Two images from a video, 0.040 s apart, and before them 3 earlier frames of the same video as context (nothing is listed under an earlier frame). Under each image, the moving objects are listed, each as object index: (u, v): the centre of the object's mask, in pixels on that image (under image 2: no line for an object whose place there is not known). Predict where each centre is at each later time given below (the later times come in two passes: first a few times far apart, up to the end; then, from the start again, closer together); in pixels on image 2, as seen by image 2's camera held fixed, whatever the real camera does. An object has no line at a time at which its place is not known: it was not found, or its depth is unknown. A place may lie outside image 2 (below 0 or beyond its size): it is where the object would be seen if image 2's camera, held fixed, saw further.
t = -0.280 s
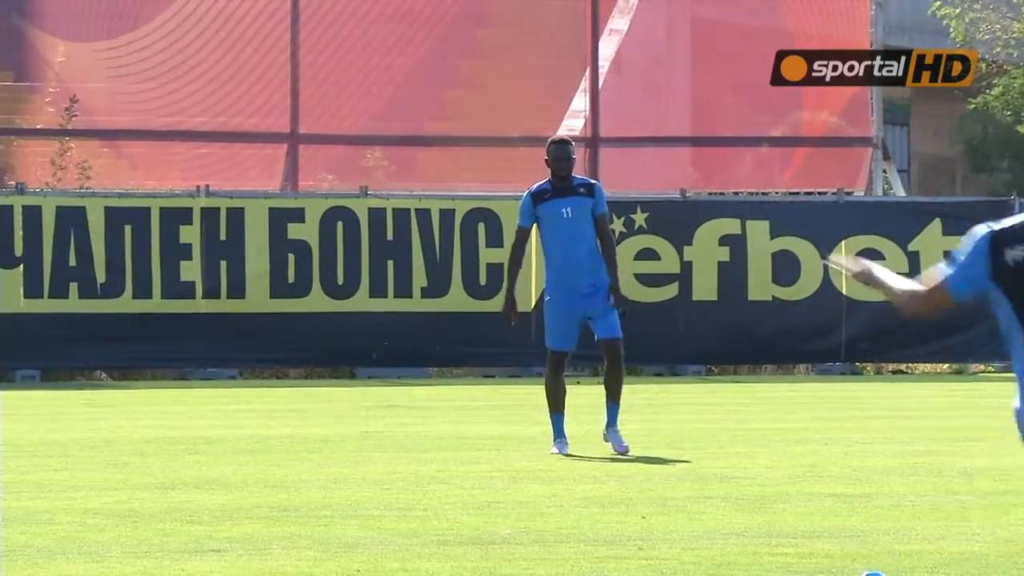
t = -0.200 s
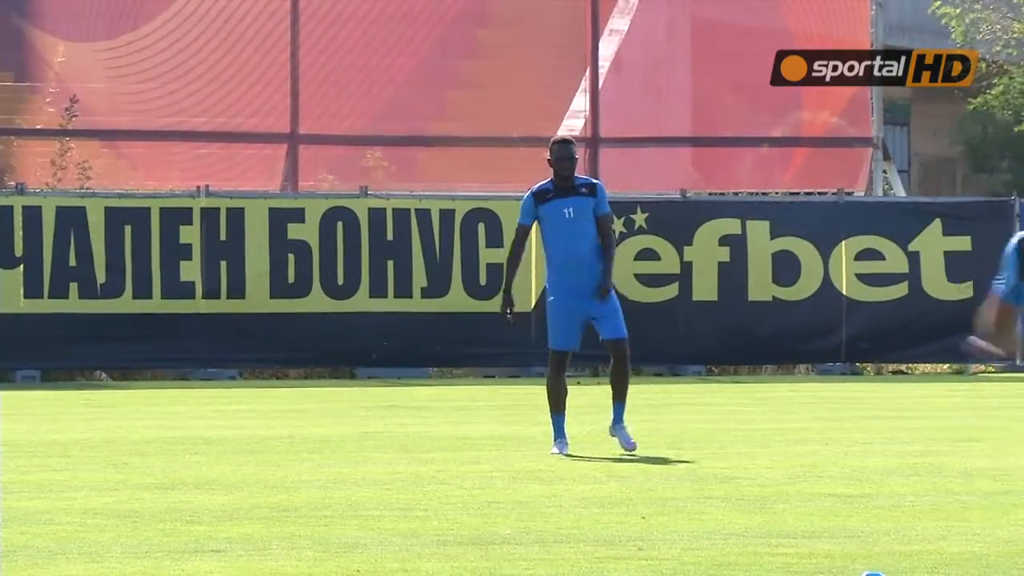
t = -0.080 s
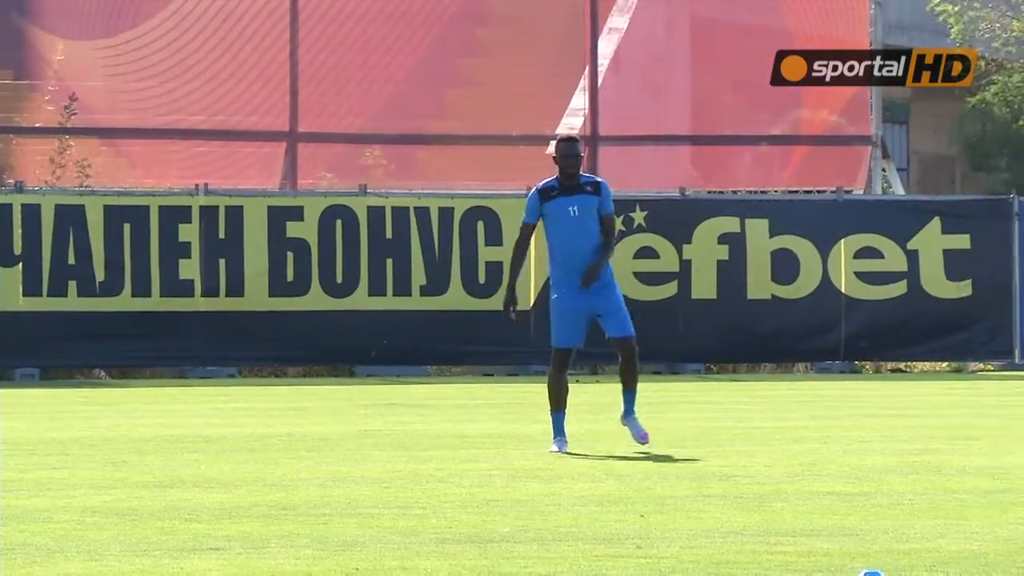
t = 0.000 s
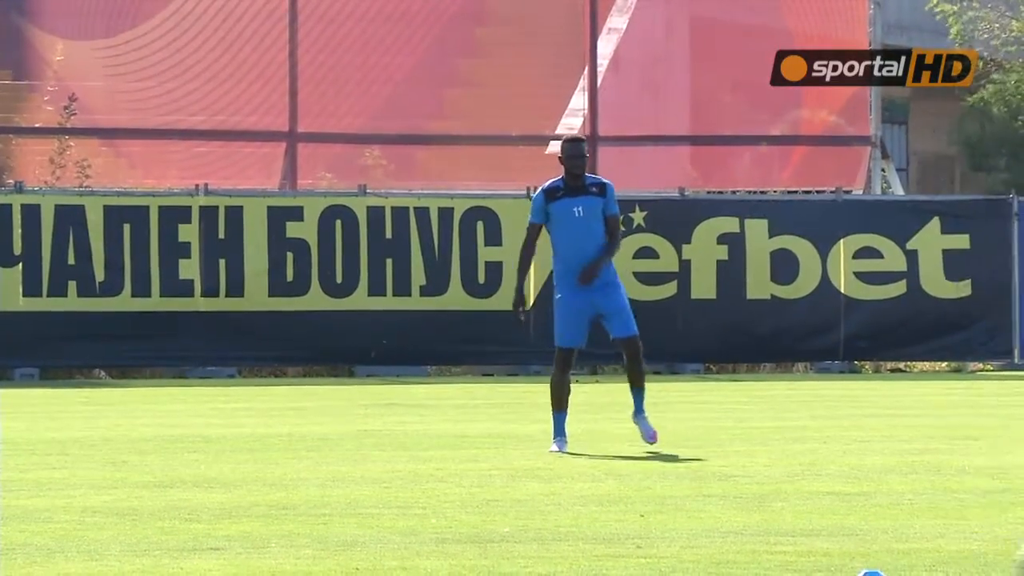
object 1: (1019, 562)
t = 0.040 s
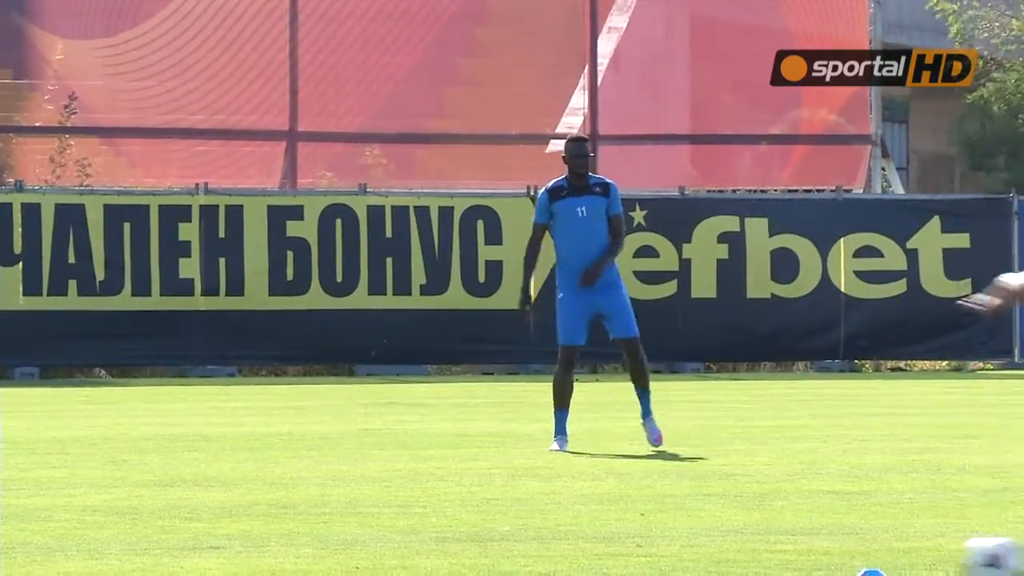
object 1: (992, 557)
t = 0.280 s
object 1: (693, 530)
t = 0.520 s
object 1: (453, 507)
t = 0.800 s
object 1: (242, 480)
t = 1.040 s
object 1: (104, 465)
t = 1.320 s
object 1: (-24, 456)
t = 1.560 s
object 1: (-108, 449)
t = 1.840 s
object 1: (-188, 444)
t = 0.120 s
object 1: (885, 557)
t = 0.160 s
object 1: (835, 549)
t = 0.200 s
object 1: (787, 539)
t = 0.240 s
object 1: (740, 532)
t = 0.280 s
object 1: (693, 530)
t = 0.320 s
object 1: (649, 533)
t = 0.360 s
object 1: (606, 526)
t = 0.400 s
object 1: (566, 516)
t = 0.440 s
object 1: (528, 510)
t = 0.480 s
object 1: (490, 506)
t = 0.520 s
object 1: (453, 507)
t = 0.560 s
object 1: (420, 502)
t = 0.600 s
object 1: (389, 493)
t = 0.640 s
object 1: (358, 485)
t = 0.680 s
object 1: (328, 483)
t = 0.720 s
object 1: (298, 483)
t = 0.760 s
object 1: (269, 487)
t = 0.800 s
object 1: (242, 480)
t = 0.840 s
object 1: (218, 471)
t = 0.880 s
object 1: (195, 467)
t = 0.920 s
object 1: (171, 466)
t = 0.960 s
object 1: (148, 468)
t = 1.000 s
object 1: (124, 471)
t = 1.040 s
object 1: (104, 465)
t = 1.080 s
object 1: (83, 462)
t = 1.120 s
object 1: (64, 461)
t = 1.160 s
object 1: (44, 463)
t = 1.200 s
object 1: (24, 460)
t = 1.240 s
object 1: (8, 456)
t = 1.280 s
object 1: (-8, 455)
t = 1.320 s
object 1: (-24, 456)
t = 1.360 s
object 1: (-40, 454)
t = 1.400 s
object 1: (-55, 452)
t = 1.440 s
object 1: (-69, 452)
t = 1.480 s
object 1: (-83, 451)
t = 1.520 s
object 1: (-96, 450)
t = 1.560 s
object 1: (-108, 449)
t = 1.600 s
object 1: (-119, 449)
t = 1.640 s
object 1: (-130, 448)
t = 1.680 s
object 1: (-141, 446)
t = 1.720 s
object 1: (-152, 446)
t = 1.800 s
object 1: (-177, 444)
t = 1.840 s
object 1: (-188, 444)
